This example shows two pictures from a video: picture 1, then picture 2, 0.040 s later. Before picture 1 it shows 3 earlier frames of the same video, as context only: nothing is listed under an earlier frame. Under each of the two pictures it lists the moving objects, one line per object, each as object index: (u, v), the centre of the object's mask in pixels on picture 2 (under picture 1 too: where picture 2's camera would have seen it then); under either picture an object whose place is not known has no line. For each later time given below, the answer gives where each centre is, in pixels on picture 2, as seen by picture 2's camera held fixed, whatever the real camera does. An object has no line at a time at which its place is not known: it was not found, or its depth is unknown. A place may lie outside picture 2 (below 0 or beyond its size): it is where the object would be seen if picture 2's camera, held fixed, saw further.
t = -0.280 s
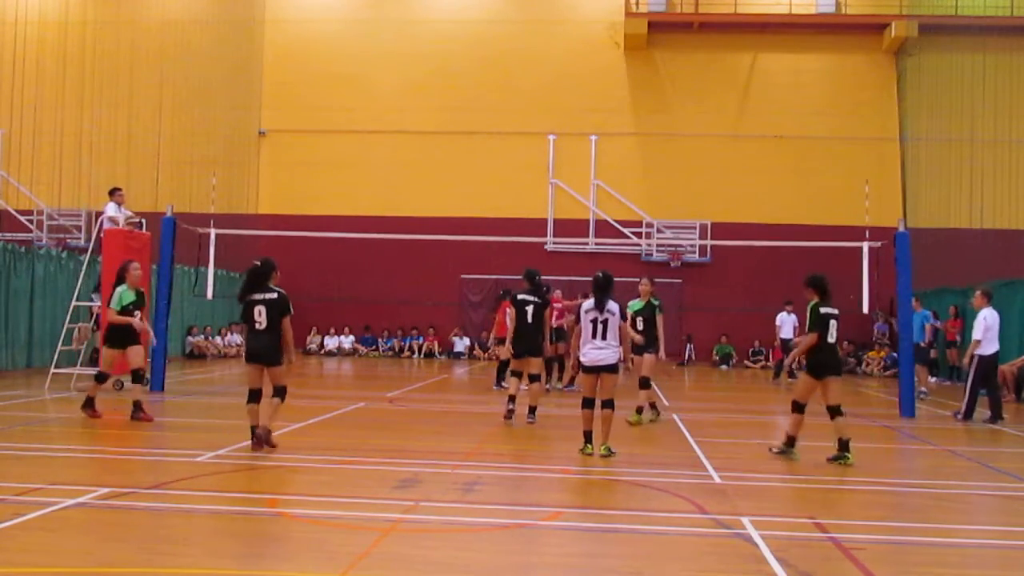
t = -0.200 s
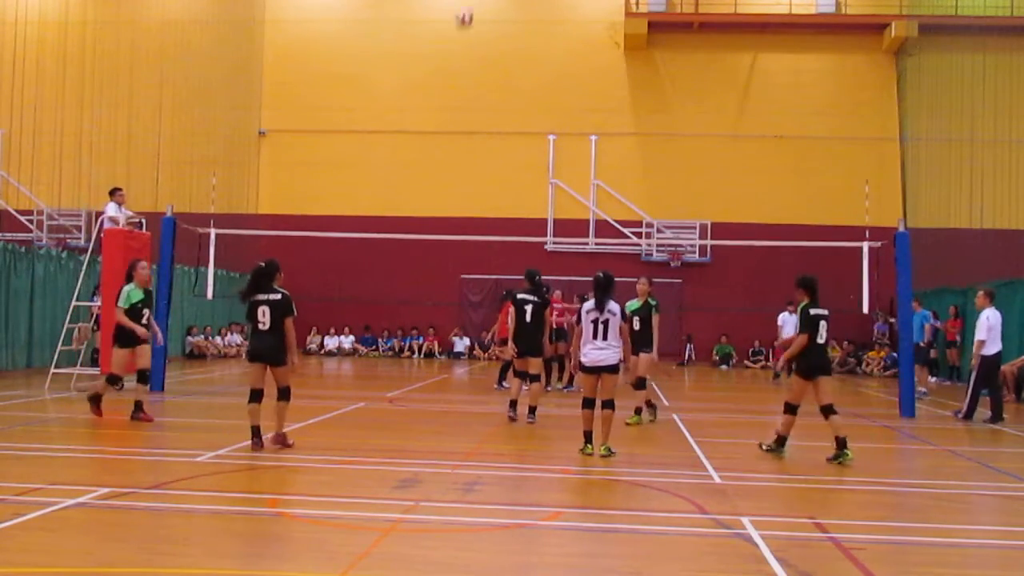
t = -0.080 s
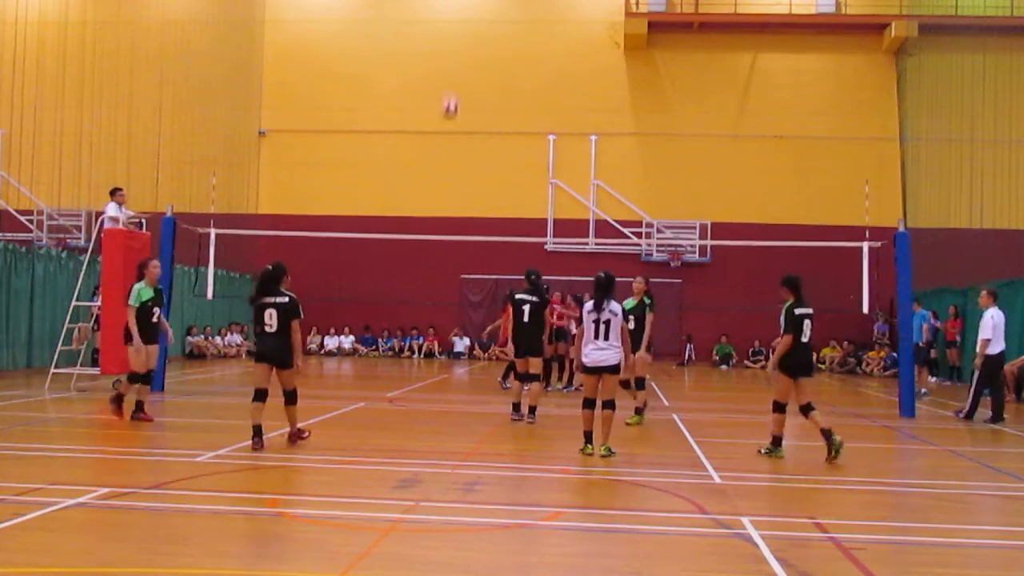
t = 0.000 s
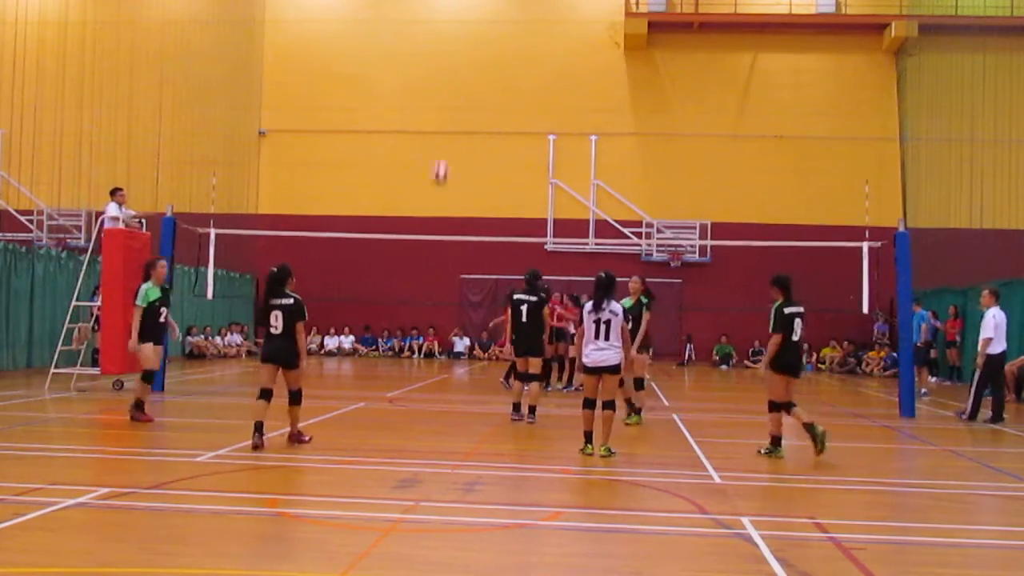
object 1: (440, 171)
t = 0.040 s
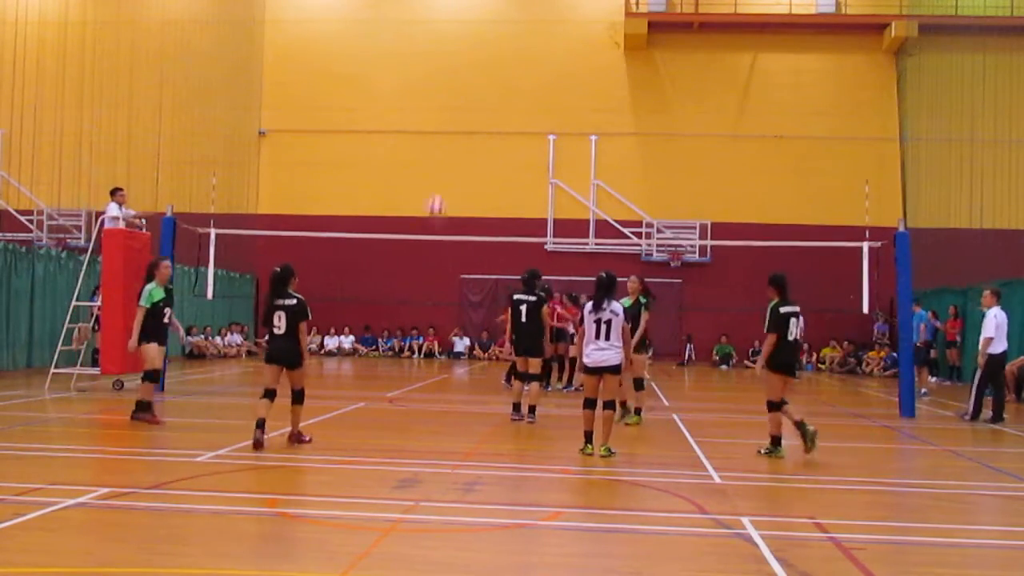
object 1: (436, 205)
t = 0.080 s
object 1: (430, 244)
